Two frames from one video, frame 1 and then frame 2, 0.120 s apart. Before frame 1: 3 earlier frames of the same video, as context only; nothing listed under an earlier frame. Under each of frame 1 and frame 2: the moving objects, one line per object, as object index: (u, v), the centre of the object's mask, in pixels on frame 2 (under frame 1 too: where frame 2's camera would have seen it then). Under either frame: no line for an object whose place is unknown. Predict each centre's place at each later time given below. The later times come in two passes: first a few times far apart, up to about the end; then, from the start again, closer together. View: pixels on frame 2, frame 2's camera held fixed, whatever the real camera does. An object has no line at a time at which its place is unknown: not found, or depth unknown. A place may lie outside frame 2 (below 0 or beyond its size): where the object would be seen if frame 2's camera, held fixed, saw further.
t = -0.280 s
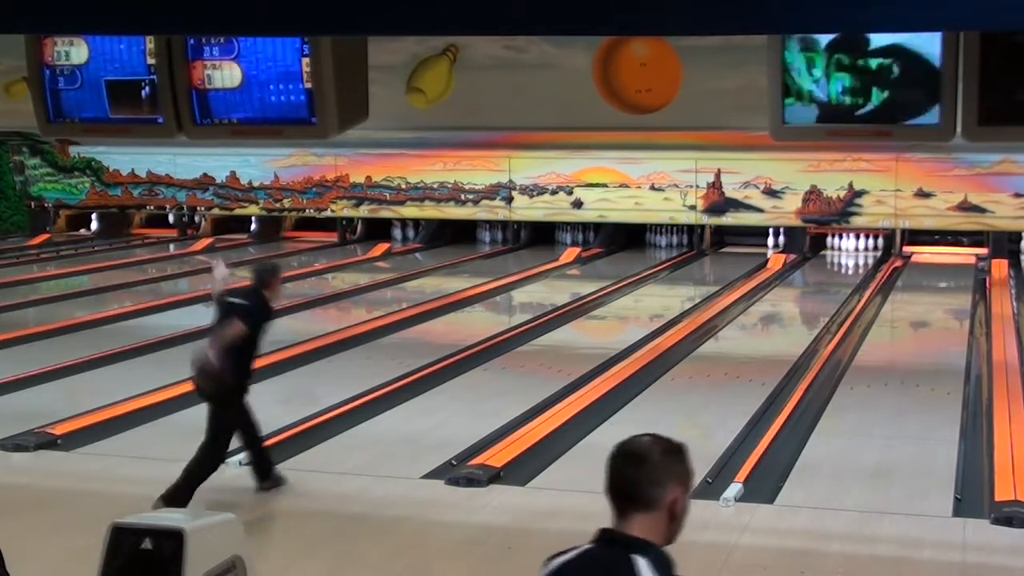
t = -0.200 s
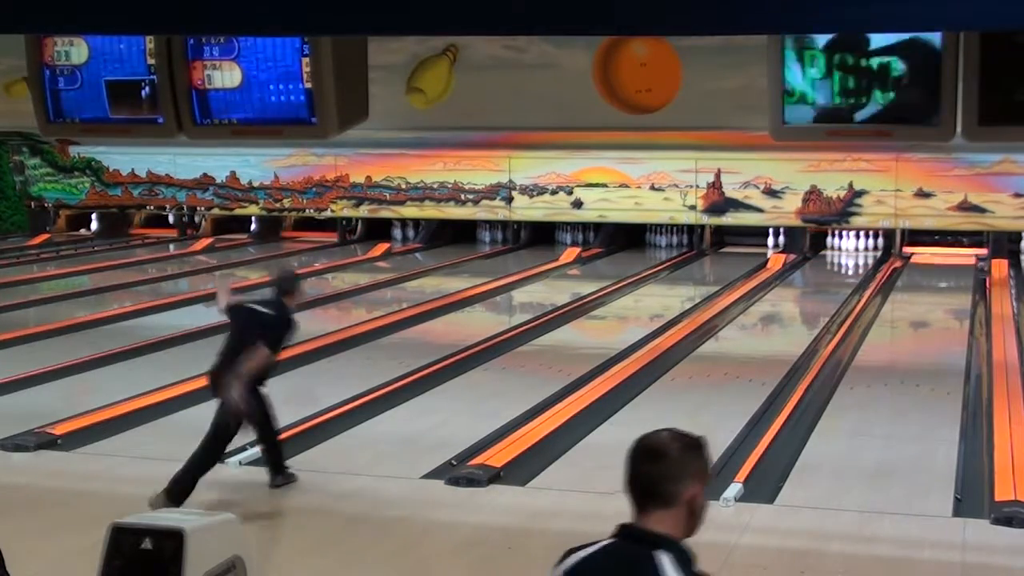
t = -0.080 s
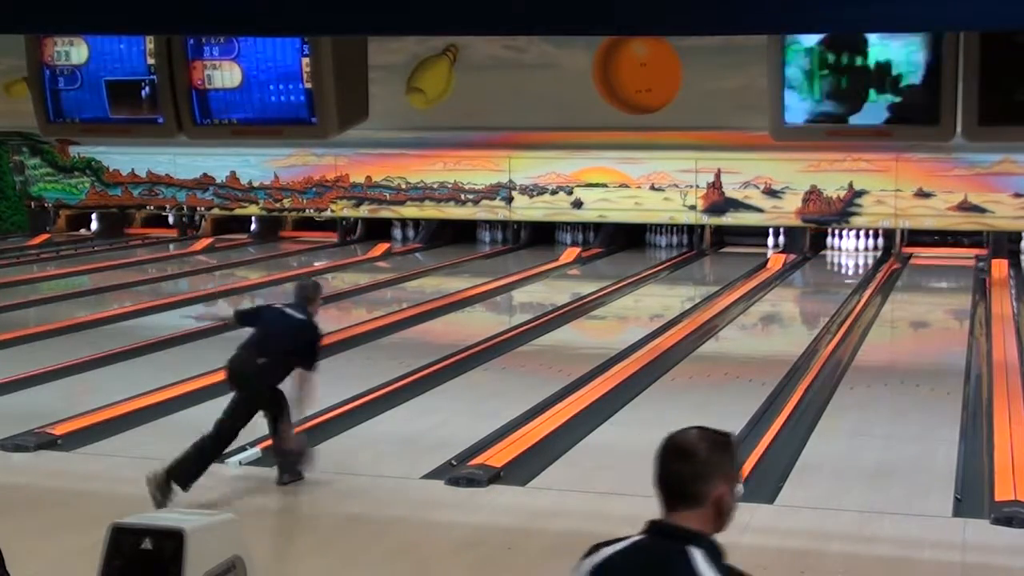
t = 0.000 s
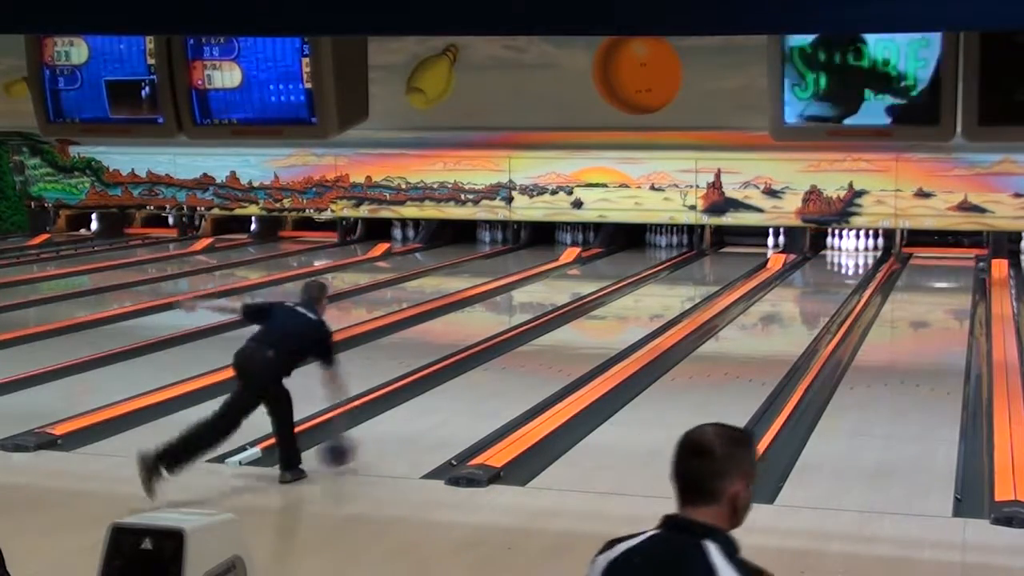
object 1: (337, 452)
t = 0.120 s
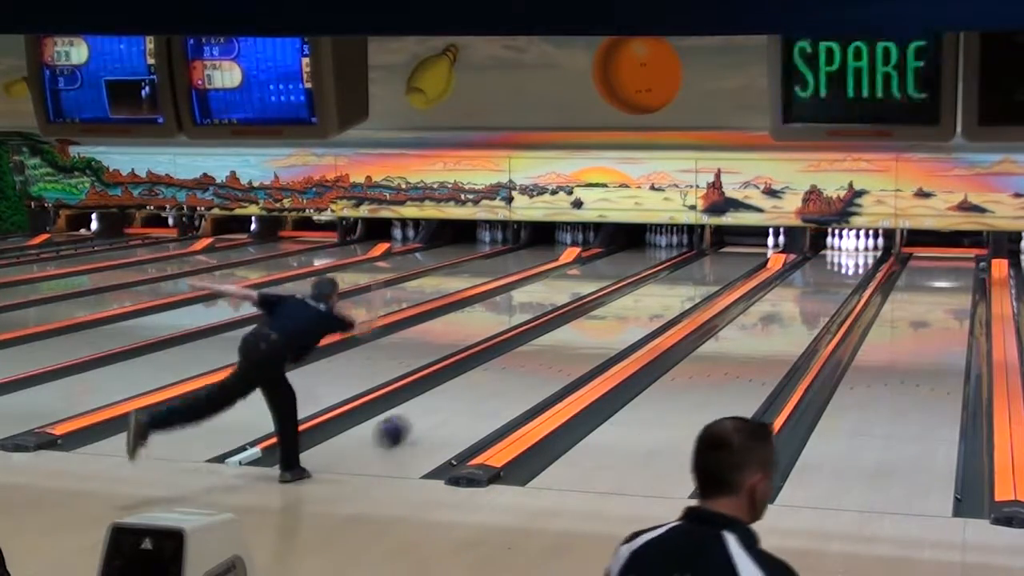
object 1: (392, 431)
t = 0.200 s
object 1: (425, 414)
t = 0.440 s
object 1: (503, 377)
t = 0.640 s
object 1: (555, 352)
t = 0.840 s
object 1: (598, 331)
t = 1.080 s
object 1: (639, 311)
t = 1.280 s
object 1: (667, 297)
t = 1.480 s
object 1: (692, 285)
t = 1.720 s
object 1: (716, 273)
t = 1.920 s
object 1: (733, 264)
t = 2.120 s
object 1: (748, 257)
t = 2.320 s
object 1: (760, 248)
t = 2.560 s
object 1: (771, 243)
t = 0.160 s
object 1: (409, 423)
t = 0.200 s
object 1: (425, 414)
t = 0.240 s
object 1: (439, 408)
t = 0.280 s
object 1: (453, 401)
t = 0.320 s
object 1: (467, 395)
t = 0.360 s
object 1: (480, 389)
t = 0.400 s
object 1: (492, 382)
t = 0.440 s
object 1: (503, 377)
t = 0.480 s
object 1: (515, 371)
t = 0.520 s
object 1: (525, 366)
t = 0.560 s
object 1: (536, 362)
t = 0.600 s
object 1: (546, 357)
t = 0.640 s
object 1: (555, 352)
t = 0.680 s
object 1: (564, 348)
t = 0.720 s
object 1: (573, 343)
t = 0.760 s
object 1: (582, 339)
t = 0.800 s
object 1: (589, 336)
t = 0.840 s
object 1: (598, 331)
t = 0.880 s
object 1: (605, 328)
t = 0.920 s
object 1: (612, 325)
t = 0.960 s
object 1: (619, 321)
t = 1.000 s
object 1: (625, 318)
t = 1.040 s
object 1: (632, 314)
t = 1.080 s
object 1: (639, 311)
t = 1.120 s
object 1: (645, 308)
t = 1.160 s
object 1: (651, 305)
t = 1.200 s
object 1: (656, 303)
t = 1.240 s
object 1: (662, 300)
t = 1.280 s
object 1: (667, 297)
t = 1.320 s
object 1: (672, 295)
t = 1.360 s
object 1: (677, 292)
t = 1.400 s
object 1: (682, 289)
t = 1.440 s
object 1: (687, 288)
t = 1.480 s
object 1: (692, 285)
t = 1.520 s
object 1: (695, 283)
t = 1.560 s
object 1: (700, 281)
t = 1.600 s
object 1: (704, 278)
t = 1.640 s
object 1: (708, 277)
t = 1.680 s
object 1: (712, 275)
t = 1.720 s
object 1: (716, 273)
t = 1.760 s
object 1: (719, 270)
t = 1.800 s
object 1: (723, 269)
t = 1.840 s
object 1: (726, 268)
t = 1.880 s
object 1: (729, 265)
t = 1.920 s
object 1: (733, 264)
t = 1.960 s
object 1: (736, 263)
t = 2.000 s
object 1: (739, 262)
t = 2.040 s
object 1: (742, 260)
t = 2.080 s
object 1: (745, 259)
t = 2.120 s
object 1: (748, 257)
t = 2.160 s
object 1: (750, 256)
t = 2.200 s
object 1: (752, 254)
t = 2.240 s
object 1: (754, 252)
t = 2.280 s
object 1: (757, 250)
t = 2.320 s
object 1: (760, 248)
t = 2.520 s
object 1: (771, 244)
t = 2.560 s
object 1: (771, 243)
